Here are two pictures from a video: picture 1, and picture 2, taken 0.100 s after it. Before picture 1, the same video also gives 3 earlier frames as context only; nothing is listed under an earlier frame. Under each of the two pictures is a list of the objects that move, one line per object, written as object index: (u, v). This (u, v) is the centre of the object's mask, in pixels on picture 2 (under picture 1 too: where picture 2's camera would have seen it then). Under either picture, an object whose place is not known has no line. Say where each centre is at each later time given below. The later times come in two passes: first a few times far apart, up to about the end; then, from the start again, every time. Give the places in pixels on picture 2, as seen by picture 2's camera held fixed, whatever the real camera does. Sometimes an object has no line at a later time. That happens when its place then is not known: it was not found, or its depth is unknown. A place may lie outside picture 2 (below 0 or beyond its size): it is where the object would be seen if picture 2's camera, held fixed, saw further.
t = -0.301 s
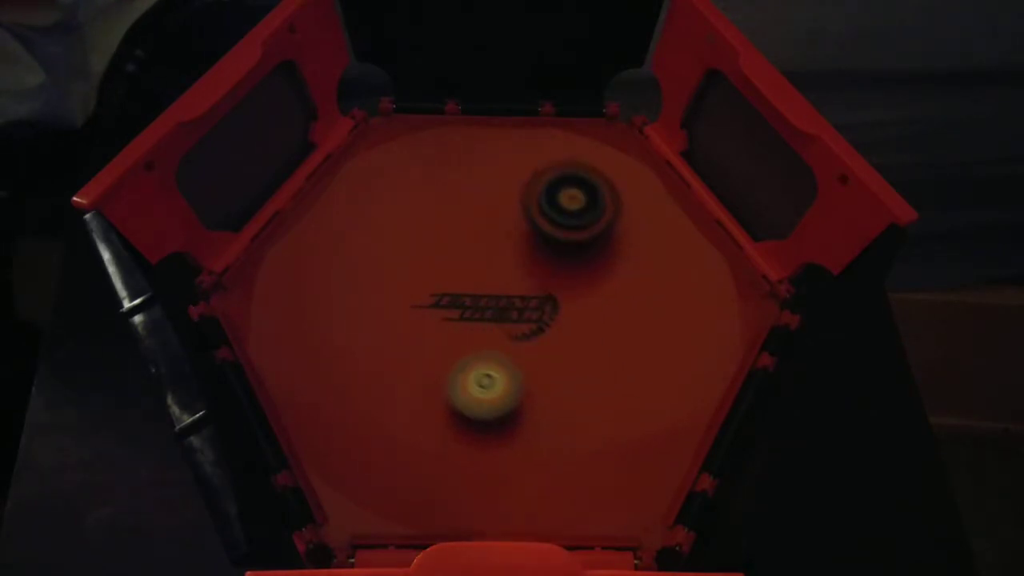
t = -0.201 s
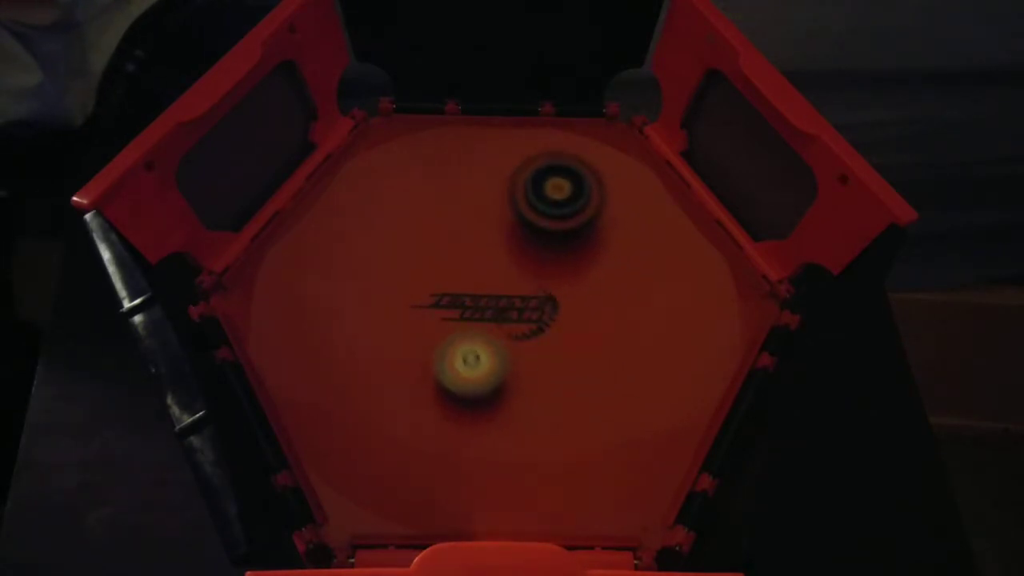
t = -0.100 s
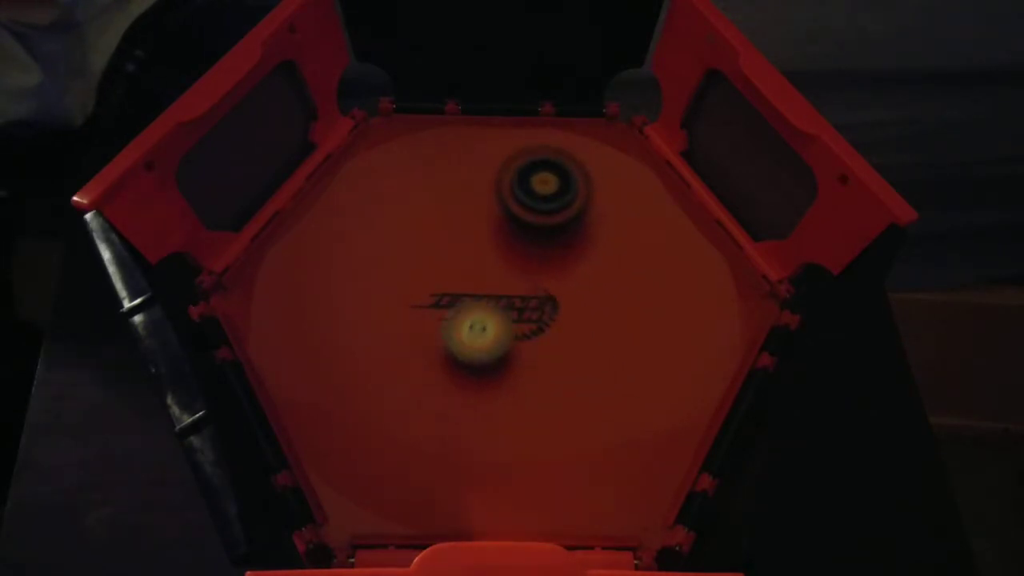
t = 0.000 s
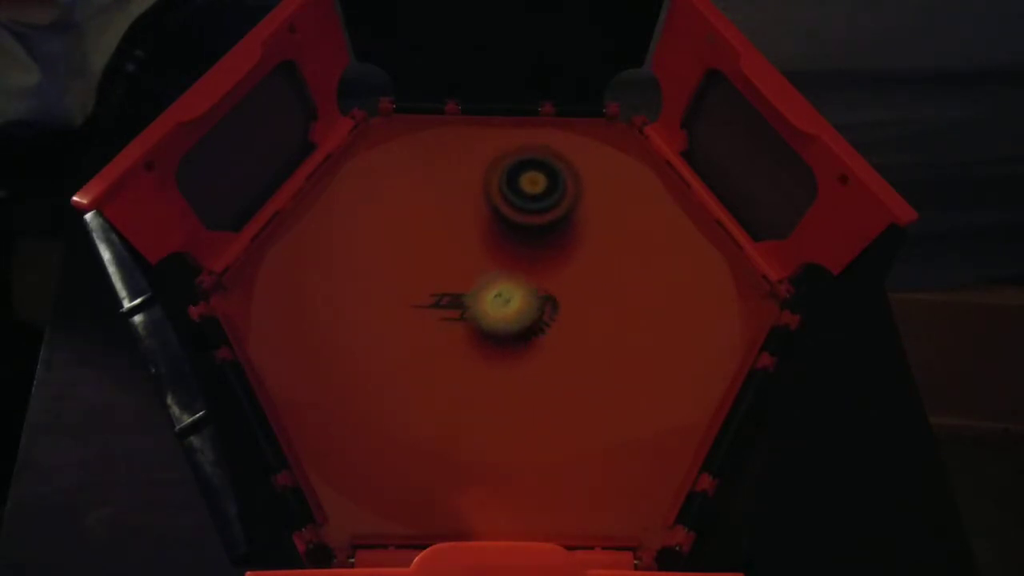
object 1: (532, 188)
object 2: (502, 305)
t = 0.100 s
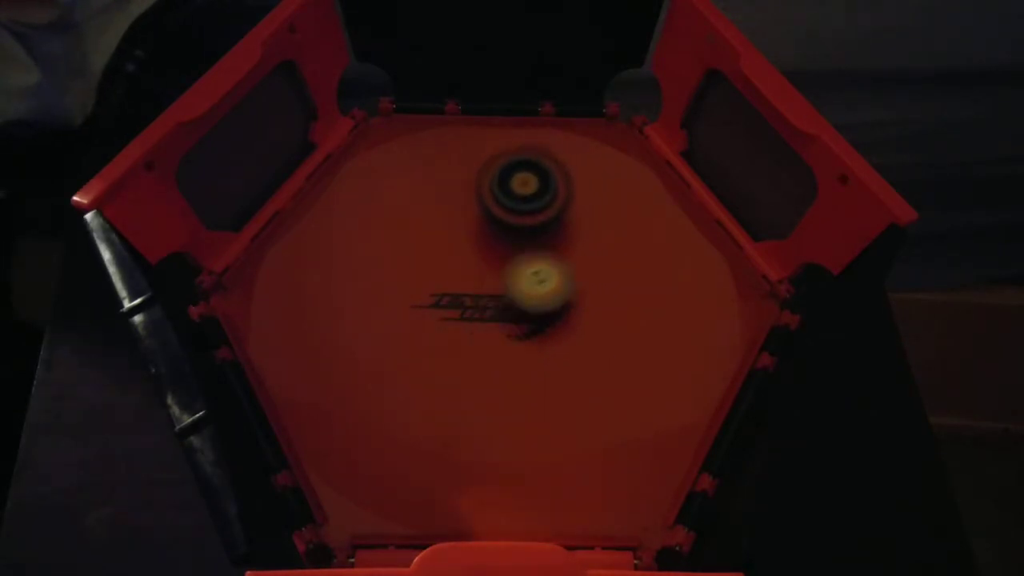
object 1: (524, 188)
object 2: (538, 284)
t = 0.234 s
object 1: (513, 192)
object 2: (591, 278)
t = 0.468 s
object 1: (503, 212)
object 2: (629, 331)
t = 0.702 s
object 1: (508, 239)
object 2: (555, 328)
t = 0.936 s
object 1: (434, 168)
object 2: (610, 434)
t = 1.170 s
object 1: (413, 177)
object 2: (500, 471)
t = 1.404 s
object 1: (417, 195)
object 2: (483, 344)
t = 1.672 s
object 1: (460, 214)
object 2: (597, 237)
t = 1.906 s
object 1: (508, 230)
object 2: (712, 244)
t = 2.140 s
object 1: (552, 251)
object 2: (680, 319)
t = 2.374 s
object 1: (545, 249)
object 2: (593, 322)
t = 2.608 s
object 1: (500, 221)
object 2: (568, 338)
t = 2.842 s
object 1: (461, 202)
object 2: (536, 317)
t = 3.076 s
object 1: (441, 195)
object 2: (542, 263)
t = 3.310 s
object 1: (441, 198)
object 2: (585, 232)
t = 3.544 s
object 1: (461, 213)
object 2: (607, 253)
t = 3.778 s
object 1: (482, 231)
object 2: (570, 269)
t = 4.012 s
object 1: (462, 244)
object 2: (595, 279)
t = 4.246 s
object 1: (466, 258)
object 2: (568, 282)
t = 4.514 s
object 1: (443, 268)
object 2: (551, 250)
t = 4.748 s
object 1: (443, 268)
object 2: (562, 230)
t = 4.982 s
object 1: (459, 260)
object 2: (567, 235)
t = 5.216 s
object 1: (467, 261)
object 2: (571, 229)
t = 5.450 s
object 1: (479, 264)
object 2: (628, 230)
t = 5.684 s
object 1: (501, 260)
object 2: (603, 270)
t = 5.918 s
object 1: (486, 257)
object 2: (600, 266)
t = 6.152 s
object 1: (480, 256)
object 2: (587, 261)
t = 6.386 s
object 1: (482, 251)
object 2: (572, 238)
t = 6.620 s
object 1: (475, 248)
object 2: (598, 234)
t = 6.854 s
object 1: (483, 243)
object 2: (580, 250)
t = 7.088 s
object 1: (478, 235)
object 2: (571, 258)
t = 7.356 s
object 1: (471, 230)
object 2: (568, 274)
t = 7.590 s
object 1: (470, 229)
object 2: (559, 300)
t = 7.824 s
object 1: (475, 216)
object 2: (537, 314)
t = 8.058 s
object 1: (473, 200)
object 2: (527, 344)
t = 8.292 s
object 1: (487, 197)
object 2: (505, 318)
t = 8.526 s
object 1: (514, 199)
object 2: (523, 290)
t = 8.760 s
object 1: (535, 202)
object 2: (529, 311)
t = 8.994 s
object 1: (551, 224)
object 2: (519, 304)
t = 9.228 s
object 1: (580, 204)
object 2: (481, 328)
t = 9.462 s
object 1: (588, 199)
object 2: (459, 302)
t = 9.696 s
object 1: (578, 209)
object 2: (497, 264)
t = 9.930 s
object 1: (569, 220)
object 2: (507, 275)
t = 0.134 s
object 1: (522, 190)
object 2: (552, 279)
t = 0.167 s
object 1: (518, 190)
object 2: (565, 277)
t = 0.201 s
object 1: (516, 192)
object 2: (578, 277)
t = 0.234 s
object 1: (513, 192)
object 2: (591, 278)
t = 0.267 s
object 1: (511, 194)
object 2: (605, 281)
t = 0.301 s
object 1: (509, 197)
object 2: (615, 287)
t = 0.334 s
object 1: (507, 199)
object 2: (624, 295)
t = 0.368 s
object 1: (506, 202)
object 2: (630, 303)
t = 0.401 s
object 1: (505, 205)
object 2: (633, 312)
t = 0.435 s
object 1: (504, 209)
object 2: (632, 322)
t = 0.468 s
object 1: (503, 212)
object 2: (629, 331)
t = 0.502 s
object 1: (503, 216)
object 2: (623, 339)
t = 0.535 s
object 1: (503, 219)
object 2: (614, 344)
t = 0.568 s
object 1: (504, 224)
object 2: (602, 347)
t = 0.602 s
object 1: (505, 227)
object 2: (590, 346)
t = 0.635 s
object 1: (505, 231)
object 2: (578, 342)
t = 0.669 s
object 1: (506, 235)
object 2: (565, 337)
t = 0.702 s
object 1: (508, 239)
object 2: (555, 328)
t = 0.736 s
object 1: (510, 242)
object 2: (547, 319)
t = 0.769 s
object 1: (498, 232)
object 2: (562, 334)
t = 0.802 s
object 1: (481, 211)
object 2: (585, 357)
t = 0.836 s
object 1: (465, 193)
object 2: (601, 379)
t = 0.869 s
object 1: (452, 181)
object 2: (609, 398)
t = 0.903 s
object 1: (443, 173)
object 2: (612, 416)
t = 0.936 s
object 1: (434, 168)
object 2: (610, 434)
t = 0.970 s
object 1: (429, 166)
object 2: (604, 452)
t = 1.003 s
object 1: (424, 167)
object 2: (593, 465)
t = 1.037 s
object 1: (421, 168)
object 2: (577, 476)
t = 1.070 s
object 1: (418, 168)
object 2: (559, 484)
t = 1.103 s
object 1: (416, 170)
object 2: (539, 484)
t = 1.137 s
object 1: (414, 174)
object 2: (518, 480)
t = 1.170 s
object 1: (413, 177)
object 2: (500, 471)
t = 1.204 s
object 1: (412, 179)
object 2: (484, 457)
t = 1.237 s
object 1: (411, 182)
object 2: (472, 441)
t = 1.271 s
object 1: (411, 185)
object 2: (466, 422)
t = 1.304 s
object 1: (412, 188)
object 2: (465, 403)
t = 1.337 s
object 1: (412, 192)
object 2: (468, 383)
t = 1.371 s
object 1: (414, 193)
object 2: (474, 362)
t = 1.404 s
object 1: (417, 195)
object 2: (483, 344)
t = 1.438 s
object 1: (421, 198)
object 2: (494, 327)
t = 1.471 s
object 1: (426, 201)
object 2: (507, 310)
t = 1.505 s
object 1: (430, 203)
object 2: (518, 294)
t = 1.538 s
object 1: (436, 205)
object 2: (533, 280)
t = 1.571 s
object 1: (442, 207)
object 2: (548, 266)
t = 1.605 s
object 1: (448, 209)
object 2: (563, 255)
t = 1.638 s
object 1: (455, 211)
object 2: (579, 245)
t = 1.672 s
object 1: (460, 214)
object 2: (597, 237)
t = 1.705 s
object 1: (466, 216)
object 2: (615, 230)
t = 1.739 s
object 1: (472, 217)
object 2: (631, 225)
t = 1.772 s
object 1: (480, 219)
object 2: (649, 223)
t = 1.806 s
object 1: (486, 222)
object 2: (667, 223)
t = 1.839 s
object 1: (494, 225)
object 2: (684, 228)
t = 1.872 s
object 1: (501, 228)
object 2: (700, 235)
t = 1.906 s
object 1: (508, 230)
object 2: (712, 244)
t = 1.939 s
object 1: (514, 233)
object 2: (721, 254)
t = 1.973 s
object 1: (521, 236)
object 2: (726, 265)
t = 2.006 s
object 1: (527, 240)
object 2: (726, 277)
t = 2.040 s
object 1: (534, 242)
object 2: (722, 288)
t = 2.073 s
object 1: (540, 245)
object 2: (712, 300)
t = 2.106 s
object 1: (546, 248)
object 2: (699, 310)
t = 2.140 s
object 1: (552, 251)
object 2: (680, 319)
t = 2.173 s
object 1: (557, 254)
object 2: (661, 323)
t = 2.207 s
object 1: (562, 257)
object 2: (640, 321)
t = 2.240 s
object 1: (564, 259)
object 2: (625, 320)
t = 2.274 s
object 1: (556, 253)
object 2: (619, 324)
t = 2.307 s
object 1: (550, 250)
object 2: (612, 325)
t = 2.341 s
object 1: (548, 249)
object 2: (603, 324)
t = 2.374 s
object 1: (545, 249)
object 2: (593, 322)
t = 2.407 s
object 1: (543, 248)
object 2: (584, 319)
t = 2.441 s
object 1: (539, 245)
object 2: (576, 318)
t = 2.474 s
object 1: (533, 241)
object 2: (573, 323)
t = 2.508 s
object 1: (522, 233)
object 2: (573, 329)
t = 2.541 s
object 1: (514, 228)
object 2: (572, 333)
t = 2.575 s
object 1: (507, 224)
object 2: (571, 336)
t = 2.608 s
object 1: (500, 221)
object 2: (568, 338)
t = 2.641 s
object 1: (493, 217)
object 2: (563, 338)
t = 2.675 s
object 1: (486, 214)
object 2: (558, 338)
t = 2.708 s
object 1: (480, 211)
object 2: (554, 337)
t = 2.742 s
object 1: (475, 208)
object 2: (550, 333)
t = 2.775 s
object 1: (470, 206)
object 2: (545, 329)
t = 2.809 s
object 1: (464, 204)
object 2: (540, 323)
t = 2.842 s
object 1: (461, 202)
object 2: (536, 317)
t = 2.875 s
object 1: (456, 201)
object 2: (535, 310)
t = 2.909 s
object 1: (453, 200)
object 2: (534, 303)
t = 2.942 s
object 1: (450, 198)
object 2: (533, 294)
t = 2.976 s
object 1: (447, 198)
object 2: (534, 287)
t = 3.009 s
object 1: (444, 196)
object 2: (535, 278)
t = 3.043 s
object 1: (443, 196)
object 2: (538, 271)
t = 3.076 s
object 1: (441, 195)
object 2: (542, 263)
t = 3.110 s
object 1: (440, 195)
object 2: (546, 255)
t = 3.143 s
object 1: (439, 194)
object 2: (552, 249)
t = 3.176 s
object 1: (438, 195)
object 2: (557, 243)
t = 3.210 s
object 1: (438, 196)
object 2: (565, 239)
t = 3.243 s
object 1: (438, 197)
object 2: (571, 235)
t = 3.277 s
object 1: (439, 198)
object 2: (578, 233)
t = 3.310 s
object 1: (441, 198)
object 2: (585, 232)
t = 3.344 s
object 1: (442, 201)
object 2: (592, 232)
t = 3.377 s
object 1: (445, 203)
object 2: (599, 233)
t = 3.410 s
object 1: (447, 204)
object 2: (603, 236)
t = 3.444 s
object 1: (450, 206)
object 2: (607, 240)
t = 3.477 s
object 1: (454, 209)
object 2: (609, 245)
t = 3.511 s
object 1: (457, 211)
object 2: (608, 249)
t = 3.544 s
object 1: (461, 213)
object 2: (607, 253)
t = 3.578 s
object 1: (465, 216)
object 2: (603, 259)
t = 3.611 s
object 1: (470, 218)
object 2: (597, 263)
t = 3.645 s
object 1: (474, 222)
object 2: (591, 265)
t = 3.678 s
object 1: (478, 225)
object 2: (584, 267)
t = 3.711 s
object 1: (483, 228)
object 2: (574, 267)
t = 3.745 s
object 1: (488, 231)
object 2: (566, 269)
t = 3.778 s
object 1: (482, 231)
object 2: (570, 269)
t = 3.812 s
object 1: (469, 231)
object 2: (578, 270)
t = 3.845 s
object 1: (465, 232)
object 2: (584, 270)
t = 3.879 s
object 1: (463, 234)
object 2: (587, 271)
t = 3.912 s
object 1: (461, 236)
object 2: (590, 273)
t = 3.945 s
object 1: (461, 239)
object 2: (592, 276)
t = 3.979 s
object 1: (462, 242)
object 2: (594, 278)
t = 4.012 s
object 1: (462, 244)
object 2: (595, 279)
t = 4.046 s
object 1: (462, 247)
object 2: (594, 281)
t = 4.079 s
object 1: (463, 249)
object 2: (592, 282)
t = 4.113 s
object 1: (463, 251)
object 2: (587, 284)
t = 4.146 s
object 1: (464, 253)
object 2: (583, 285)
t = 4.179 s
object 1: (465, 255)
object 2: (578, 286)
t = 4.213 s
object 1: (465, 257)
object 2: (574, 284)
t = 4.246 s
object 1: (466, 258)
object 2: (568, 282)
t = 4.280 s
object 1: (467, 262)
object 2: (561, 278)
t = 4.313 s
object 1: (469, 263)
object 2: (556, 275)
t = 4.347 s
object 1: (468, 263)
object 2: (554, 270)
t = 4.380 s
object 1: (460, 264)
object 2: (555, 268)
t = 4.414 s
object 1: (453, 265)
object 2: (553, 264)
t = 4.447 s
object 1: (449, 265)
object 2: (552, 259)
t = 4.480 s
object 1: (445, 266)
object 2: (551, 255)
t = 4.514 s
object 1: (443, 268)
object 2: (551, 250)
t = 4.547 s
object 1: (442, 269)
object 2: (552, 247)
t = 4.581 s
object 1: (441, 268)
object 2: (553, 243)
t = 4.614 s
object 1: (441, 268)
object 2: (554, 239)
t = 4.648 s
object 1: (441, 268)
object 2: (555, 235)
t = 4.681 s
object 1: (441, 268)
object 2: (557, 234)
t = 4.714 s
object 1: (441, 268)
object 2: (559, 232)
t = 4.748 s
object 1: (443, 268)
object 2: (562, 230)
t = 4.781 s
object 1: (444, 268)
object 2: (564, 229)
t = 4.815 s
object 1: (446, 267)
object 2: (565, 228)
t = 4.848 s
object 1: (448, 265)
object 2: (565, 229)
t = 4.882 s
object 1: (451, 264)
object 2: (567, 230)
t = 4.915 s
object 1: (453, 263)
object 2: (568, 232)
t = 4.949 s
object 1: (457, 262)
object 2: (568, 233)
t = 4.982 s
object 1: (459, 260)
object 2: (567, 235)
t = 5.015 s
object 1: (462, 259)
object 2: (564, 237)
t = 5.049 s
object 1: (466, 258)
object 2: (561, 239)
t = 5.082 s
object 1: (469, 256)
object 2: (558, 242)
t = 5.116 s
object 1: (472, 255)
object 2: (554, 243)
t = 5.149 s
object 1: (471, 255)
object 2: (555, 241)
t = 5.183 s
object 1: (467, 259)
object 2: (562, 236)
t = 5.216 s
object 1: (467, 261)
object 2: (571, 229)
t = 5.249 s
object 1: (467, 262)
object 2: (579, 224)
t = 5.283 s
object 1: (469, 262)
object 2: (588, 222)
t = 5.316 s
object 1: (470, 263)
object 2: (598, 221)
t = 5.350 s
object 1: (472, 262)
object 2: (608, 220)
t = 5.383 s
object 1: (475, 262)
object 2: (615, 222)
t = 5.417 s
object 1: (477, 263)
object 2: (622, 227)
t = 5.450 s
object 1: (479, 264)
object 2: (628, 230)
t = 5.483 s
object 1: (483, 262)
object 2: (632, 236)
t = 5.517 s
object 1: (486, 262)
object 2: (633, 242)
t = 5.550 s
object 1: (489, 262)
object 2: (632, 249)
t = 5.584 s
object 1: (492, 262)
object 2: (627, 256)
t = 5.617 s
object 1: (495, 261)
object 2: (621, 262)
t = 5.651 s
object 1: (498, 261)
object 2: (613, 266)
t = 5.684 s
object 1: (501, 260)
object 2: (603, 270)
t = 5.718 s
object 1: (505, 260)
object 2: (593, 271)
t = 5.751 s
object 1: (503, 259)
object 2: (588, 271)
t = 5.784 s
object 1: (495, 258)
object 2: (591, 270)
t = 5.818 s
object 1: (492, 258)
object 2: (595, 269)
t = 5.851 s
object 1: (489, 258)
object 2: (597, 268)
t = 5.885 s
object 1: (487, 258)
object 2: (599, 267)
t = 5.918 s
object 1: (486, 257)
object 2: (600, 266)
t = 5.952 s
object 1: (484, 257)
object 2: (599, 266)
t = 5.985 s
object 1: (483, 257)
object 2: (598, 266)
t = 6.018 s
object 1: (481, 257)
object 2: (596, 266)
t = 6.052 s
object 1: (481, 257)
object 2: (595, 265)
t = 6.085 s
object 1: (481, 256)
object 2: (593, 265)
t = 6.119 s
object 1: (480, 256)
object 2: (591, 264)
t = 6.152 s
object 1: (480, 256)
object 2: (587, 261)
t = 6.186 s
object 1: (480, 255)
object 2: (584, 260)
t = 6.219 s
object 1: (480, 255)
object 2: (579, 258)
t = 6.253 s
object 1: (482, 254)
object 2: (575, 254)
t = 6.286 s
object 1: (484, 253)
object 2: (570, 252)
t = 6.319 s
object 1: (485, 253)
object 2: (567, 247)
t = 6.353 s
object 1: (483, 251)
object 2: (568, 241)
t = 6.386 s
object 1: (482, 251)
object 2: (572, 238)
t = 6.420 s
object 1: (480, 250)
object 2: (576, 237)
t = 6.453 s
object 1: (478, 250)
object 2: (582, 234)
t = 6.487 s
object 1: (477, 250)
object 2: (587, 232)
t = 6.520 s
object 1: (476, 250)
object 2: (591, 230)
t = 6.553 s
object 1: (475, 249)
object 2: (593, 231)
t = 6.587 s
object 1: (474, 248)
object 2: (595, 232)
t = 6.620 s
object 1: (475, 248)
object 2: (598, 234)
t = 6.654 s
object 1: (474, 247)
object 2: (599, 237)
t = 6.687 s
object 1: (475, 247)
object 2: (600, 239)
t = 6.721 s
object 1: (476, 246)
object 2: (599, 241)
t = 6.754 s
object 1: (478, 245)
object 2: (596, 243)
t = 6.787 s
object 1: (480, 244)
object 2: (591, 245)
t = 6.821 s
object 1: (482, 243)
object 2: (586, 248)
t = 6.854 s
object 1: (483, 243)
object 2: (580, 250)
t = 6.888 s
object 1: (486, 242)
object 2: (573, 253)
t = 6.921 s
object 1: (487, 240)
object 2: (569, 253)
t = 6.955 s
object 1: (484, 239)
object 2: (569, 254)
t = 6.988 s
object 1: (482, 238)
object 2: (571, 256)
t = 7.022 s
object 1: (480, 237)
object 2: (572, 257)
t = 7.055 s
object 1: (479, 236)
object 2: (572, 258)
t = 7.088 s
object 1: (478, 235)
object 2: (571, 258)
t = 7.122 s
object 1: (478, 235)
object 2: (569, 259)
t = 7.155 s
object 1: (477, 234)
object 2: (566, 260)
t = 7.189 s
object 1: (477, 234)
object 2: (562, 260)
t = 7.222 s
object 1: (478, 234)
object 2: (561, 262)
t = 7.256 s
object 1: (478, 235)
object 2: (558, 262)
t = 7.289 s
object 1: (475, 232)
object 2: (561, 266)
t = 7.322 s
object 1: (472, 231)
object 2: (564, 270)
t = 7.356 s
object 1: (471, 230)
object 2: (568, 274)
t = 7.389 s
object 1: (469, 229)
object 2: (571, 278)
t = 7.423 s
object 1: (468, 229)
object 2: (572, 282)
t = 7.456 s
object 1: (468, 229)
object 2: (572, 287)
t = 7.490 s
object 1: (468, 229)
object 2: (571, 291)
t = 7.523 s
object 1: (468, 229)
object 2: (568, 295)
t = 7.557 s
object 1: (469, 229)
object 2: (564, 298)
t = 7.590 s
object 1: (470, 229)
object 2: (559, 300)
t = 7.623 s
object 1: (473, 230)
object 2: (552, 302)
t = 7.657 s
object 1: (474, 230)
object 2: (547, 302)
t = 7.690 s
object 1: (477, 230)
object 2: (539, 300)
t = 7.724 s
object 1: (480, 231)
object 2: (533, 298)
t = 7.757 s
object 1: (482, 229)
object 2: (532, 300)
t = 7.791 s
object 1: (479, 220)
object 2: (535, 307)
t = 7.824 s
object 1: (475, 216)
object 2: (537, 314)
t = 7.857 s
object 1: (475, 213)
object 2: (538, 321)
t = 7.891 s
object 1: (474, 210)
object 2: (539, 327)
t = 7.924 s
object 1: (473, 208)
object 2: (538, 332)
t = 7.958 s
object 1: (472, 206)
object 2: (536, 335)
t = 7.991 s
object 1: (473, 204)
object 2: (534, 341)
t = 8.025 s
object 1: (473, 202)
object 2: (531, 343)
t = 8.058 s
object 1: (473, 200)
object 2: (527, 344)
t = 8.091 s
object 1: (475, 199)
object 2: (523, 344)
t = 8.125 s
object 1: (477, 198)
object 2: (519, 342)
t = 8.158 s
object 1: (479, 196)
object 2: (514, 340)
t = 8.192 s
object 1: (480, 196)
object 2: (510, 335)
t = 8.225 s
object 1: (483, 197)
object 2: (507, 329)
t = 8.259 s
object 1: (485, 196)
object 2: (505, 324)
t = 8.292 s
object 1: (487, 197)
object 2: (505, 318)
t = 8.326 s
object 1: (491, 198)
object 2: (504, 310)
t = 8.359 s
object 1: (495, 200)
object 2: (506, 303)
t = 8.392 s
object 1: (497, 201)
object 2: (508, 296)
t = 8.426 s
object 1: (500, 202)
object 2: (512, 288)
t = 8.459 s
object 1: (504, 203)
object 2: (516, 283)
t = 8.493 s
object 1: (510, 201)
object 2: (520, 286)
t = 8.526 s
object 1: (514, 199)
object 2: (523, 290)
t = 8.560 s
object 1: (517, 199)
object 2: (526, 294)
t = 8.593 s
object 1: (520, 199)
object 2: (528, 297)
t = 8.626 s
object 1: (524, 199)
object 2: (529, 302)
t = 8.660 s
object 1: (526, 199)
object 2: (528, 305)
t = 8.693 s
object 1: (530, 201)
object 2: (529, 308)
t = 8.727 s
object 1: (533, 201)
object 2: (529, 310)
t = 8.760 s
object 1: (535, 202)
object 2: (529, 311)
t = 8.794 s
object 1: (539, 206)
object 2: (529, 312)
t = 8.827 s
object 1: (542, 208)
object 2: (527, 311)
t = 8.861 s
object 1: (543, 211)
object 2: (525, 311)
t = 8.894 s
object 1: (546, 214)
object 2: (522, 310)
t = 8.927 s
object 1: (549, 216)
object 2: (520, 308)
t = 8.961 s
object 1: (550, 219)
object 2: (519, 307)
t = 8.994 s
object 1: (551, 224)
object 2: (519, 304)
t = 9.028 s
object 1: (553, 227)
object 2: (519, 302)
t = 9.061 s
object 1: (554, 227)
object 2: (517, 304)
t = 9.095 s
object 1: (566, 217)
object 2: (508, 315)
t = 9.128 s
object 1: (571, 211)
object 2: (499, 322)
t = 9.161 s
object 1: (573, 209)
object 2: (493, 326)
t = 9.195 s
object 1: (577, 206)
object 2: (487, 327)
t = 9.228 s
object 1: (580, 204)
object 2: (481, 328)
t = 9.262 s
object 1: (579, 202)
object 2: (475, 328)
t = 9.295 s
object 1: (583, 200)
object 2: (470, 326)
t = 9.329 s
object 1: (584, 198)
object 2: (466, 323)
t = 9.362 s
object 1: (586, 199)
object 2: (463, 318)
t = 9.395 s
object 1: (588, 198)
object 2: (460, 313)
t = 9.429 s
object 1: (587, 197)
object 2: (459, 308)
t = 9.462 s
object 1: (588, 199)
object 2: (459, 302)
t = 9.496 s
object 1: (588, 198)
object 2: (461, 296)
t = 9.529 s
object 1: (586, 199)
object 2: (464, 290)
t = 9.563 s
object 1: (587, 201)
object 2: (468, 284)
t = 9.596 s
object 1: (585, 203)
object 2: (473, 277)
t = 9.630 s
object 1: (582, 206)
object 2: (482, 272)
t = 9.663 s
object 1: (582, 207)
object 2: (488, 267)
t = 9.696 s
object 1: (578, 209)
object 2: (497, 264)
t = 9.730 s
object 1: (575, 214)
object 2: (505, 260)
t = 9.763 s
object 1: (578, 213)
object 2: (507, 262)
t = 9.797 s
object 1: (576, 213)
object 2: (507, 264)
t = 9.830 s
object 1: (575, 215)
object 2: (507, 267)
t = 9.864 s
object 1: (573, 216)
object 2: (507, 270)
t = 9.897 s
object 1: (571, 218)
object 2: (507, 272)
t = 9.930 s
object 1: (569, 220)
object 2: (507, 275)
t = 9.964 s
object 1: (565, 221)
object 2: (507, 277)
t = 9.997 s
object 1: (563, 222)
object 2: (505, 281)
